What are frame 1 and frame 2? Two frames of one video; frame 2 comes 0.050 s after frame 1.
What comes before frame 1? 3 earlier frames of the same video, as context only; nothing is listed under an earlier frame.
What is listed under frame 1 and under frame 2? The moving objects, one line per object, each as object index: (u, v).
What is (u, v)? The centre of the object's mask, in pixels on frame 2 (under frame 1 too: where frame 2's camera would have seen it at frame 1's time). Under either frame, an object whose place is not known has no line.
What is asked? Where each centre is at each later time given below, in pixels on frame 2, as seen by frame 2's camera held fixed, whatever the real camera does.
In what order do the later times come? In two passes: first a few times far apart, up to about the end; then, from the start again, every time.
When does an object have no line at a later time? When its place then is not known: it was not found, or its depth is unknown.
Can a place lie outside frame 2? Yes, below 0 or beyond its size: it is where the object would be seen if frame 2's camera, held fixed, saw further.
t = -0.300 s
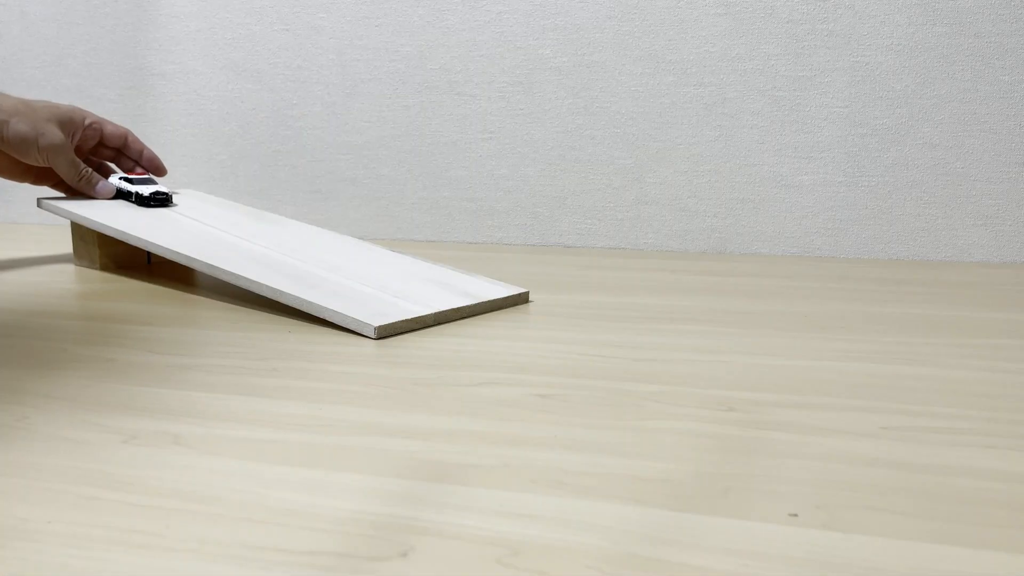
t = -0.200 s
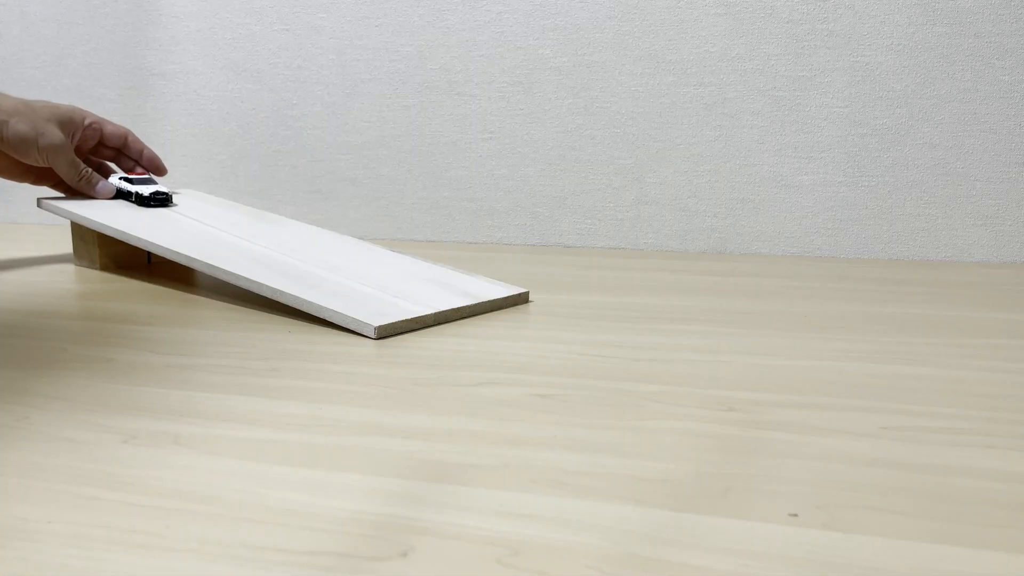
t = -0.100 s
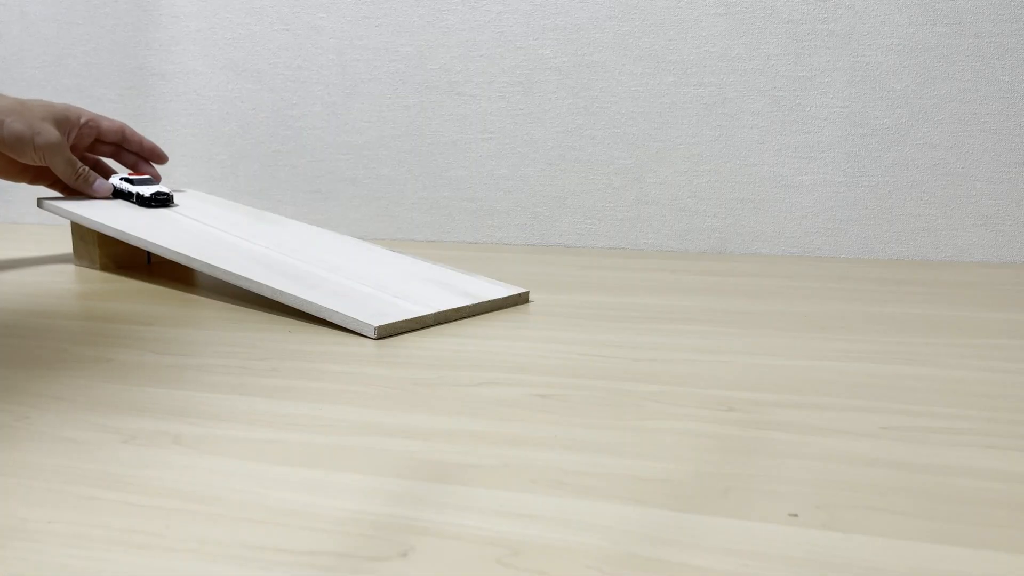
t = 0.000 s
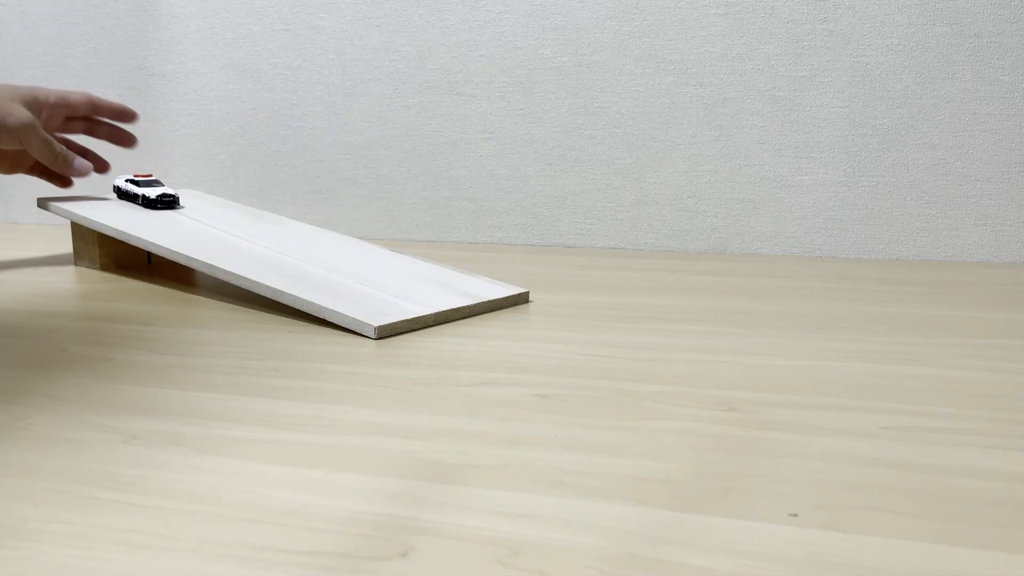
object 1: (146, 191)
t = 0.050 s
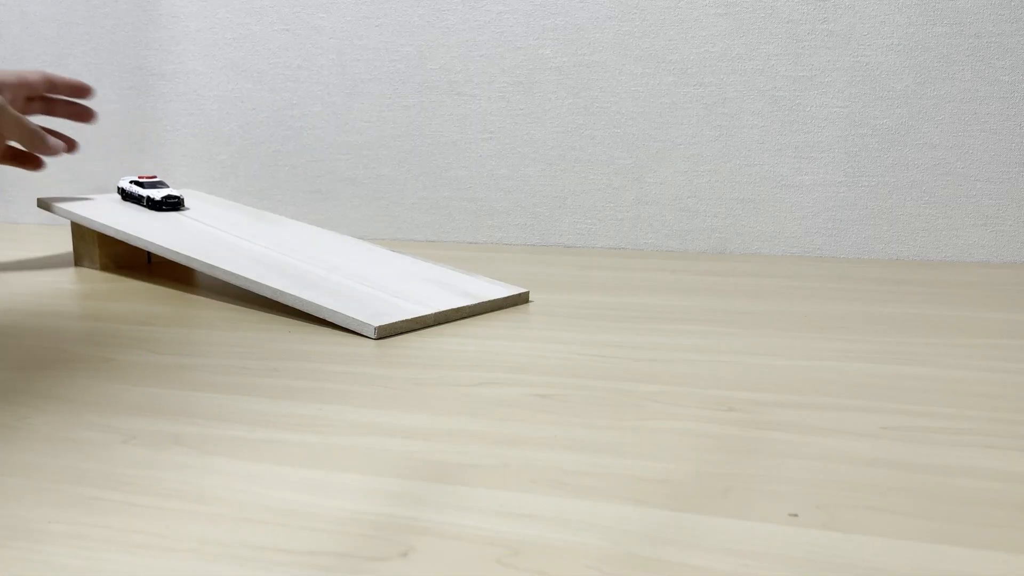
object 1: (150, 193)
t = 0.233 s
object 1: (176, 201)
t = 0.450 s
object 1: (231, 218)
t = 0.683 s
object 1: (333, 251)
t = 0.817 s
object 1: (419, 278)
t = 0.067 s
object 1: (152, 193)
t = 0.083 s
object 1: (154, 194)
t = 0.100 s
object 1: (156, 194)
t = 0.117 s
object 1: (158, 195)
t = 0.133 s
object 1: (160, 196)
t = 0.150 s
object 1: (163, 197)
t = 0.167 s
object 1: (165, 197)
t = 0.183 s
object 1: (168, 198)
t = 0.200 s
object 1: (170, 199)
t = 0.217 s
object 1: (173, 200)
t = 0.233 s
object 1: (176, 201)
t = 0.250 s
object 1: (179, 202)
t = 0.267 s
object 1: (183, 203)
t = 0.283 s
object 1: (186, 204)
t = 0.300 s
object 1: (190, 205)
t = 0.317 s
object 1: (194, 207)
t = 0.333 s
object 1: (198, 208)
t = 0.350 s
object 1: (202, 209)
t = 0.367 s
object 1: (206, 211)
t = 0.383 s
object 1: (211, 212)
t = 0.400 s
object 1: (216, 214)
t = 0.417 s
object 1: (221, 215)
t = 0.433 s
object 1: (226, 217)
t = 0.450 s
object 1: (231, 218)
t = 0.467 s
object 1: (237, 220)
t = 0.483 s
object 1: (243, 222)
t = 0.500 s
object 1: (249, 224)
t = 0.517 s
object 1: (255, 226)
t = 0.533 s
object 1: (261, 228)
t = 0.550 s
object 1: (268, 230)
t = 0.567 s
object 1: (275, 233)
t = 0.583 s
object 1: (282, 235)
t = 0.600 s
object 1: (290, 237)
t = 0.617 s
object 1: (298, 240)
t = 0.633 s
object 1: (306, 243)
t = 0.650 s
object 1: (314, 245)
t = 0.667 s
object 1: (324, 248)
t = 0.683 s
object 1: (333, 251)
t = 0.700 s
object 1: (342, 254)
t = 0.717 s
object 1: (352, 257)
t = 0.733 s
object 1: (362, 260)
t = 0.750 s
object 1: (372, 263)
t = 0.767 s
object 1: (383, 267)
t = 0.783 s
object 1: (395, 270)
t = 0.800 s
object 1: (407, 274)
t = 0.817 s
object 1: (419, 278)
